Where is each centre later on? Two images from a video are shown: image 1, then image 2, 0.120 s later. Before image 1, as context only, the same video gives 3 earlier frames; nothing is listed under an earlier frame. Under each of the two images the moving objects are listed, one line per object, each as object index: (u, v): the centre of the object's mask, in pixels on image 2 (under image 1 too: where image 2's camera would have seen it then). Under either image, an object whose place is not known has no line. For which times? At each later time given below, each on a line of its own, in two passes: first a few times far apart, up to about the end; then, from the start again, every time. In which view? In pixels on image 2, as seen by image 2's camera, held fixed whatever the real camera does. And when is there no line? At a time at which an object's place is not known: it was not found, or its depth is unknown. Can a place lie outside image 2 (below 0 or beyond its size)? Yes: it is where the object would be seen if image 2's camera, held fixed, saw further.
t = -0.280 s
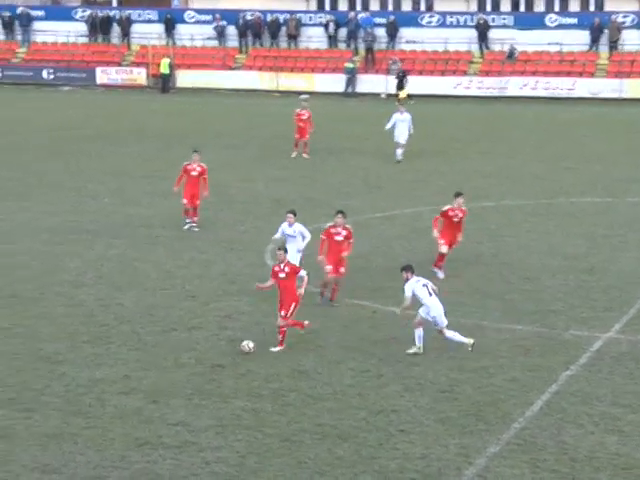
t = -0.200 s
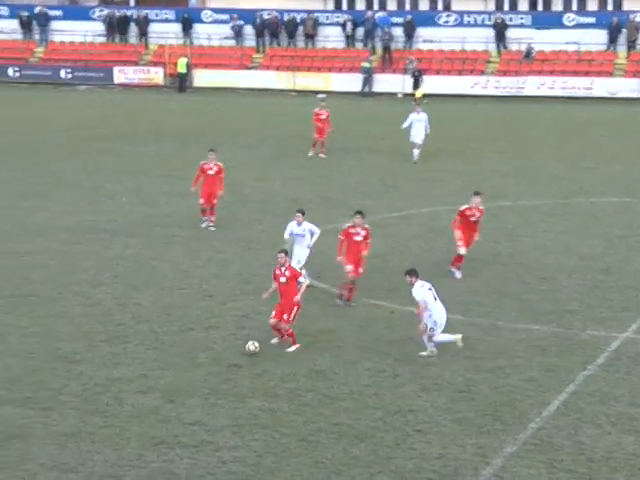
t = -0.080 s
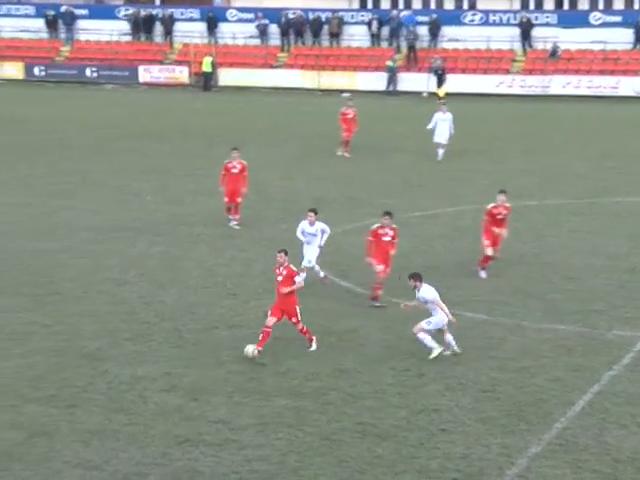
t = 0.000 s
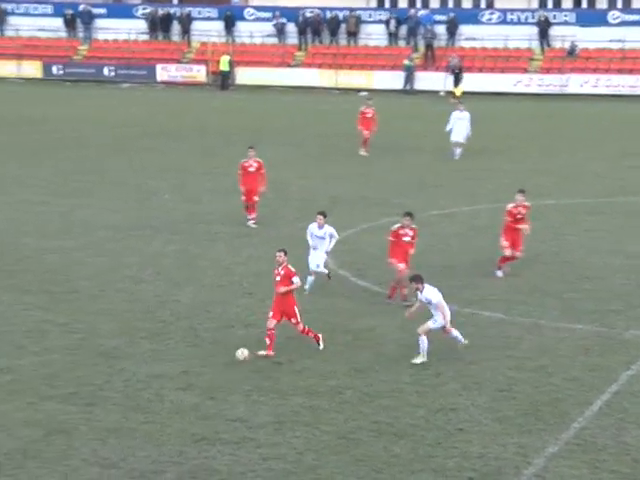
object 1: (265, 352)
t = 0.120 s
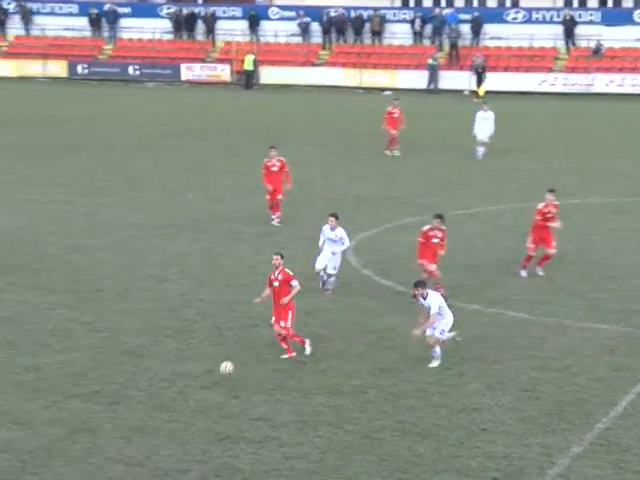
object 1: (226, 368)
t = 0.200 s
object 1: (200, 385)
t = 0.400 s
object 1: (139, 402)
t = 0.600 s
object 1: (77, 429)
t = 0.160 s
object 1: (213, 375)
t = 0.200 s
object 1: (200, 385)
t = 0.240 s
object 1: (187, 391)
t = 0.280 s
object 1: (175, 392)
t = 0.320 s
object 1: (164, 394)
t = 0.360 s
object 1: (152, 397)
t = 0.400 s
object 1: (139, 402)
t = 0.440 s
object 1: (127, 408)
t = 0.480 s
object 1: (114, 415)
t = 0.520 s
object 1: (101, 422)
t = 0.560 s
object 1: (89, 426)
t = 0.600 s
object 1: (77, 429)
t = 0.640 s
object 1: (64, 433)
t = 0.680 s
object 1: (51, 438)
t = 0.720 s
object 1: (37, 446)
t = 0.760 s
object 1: (24, 453)
